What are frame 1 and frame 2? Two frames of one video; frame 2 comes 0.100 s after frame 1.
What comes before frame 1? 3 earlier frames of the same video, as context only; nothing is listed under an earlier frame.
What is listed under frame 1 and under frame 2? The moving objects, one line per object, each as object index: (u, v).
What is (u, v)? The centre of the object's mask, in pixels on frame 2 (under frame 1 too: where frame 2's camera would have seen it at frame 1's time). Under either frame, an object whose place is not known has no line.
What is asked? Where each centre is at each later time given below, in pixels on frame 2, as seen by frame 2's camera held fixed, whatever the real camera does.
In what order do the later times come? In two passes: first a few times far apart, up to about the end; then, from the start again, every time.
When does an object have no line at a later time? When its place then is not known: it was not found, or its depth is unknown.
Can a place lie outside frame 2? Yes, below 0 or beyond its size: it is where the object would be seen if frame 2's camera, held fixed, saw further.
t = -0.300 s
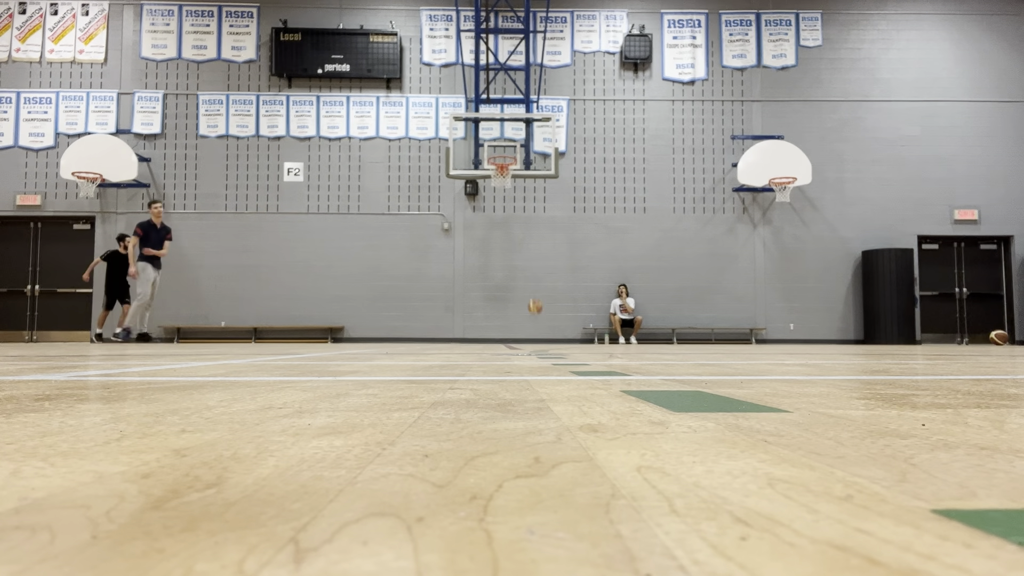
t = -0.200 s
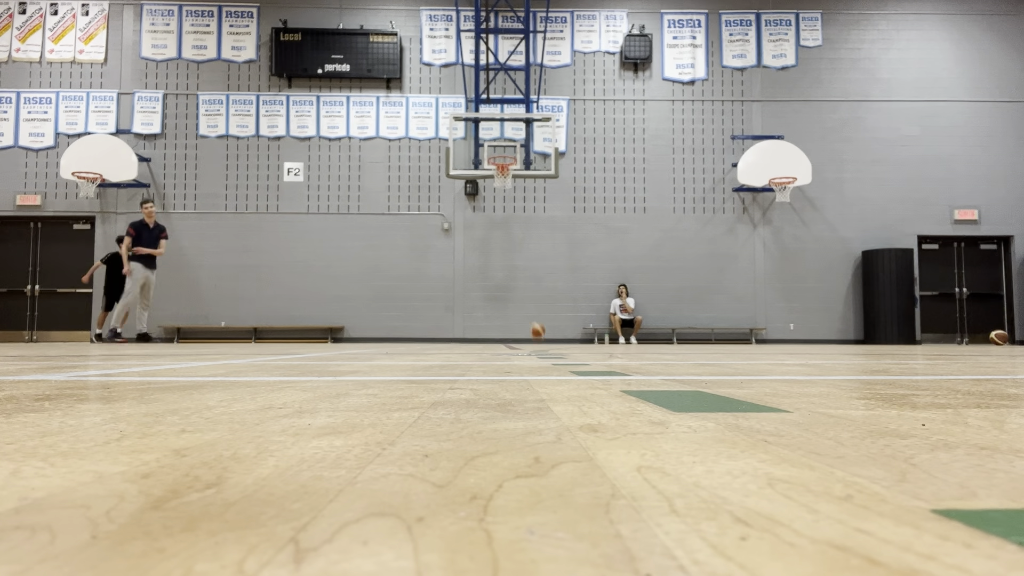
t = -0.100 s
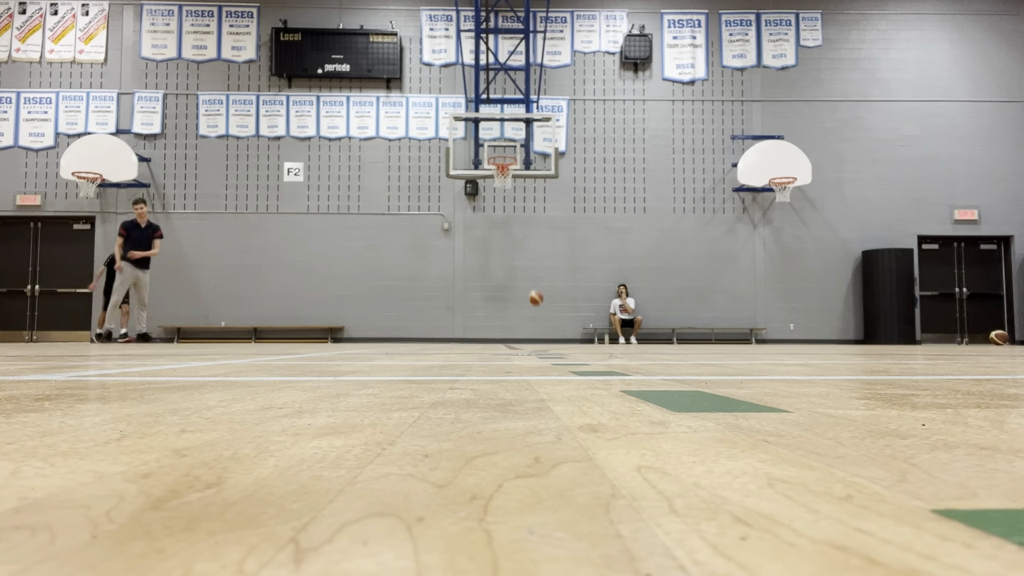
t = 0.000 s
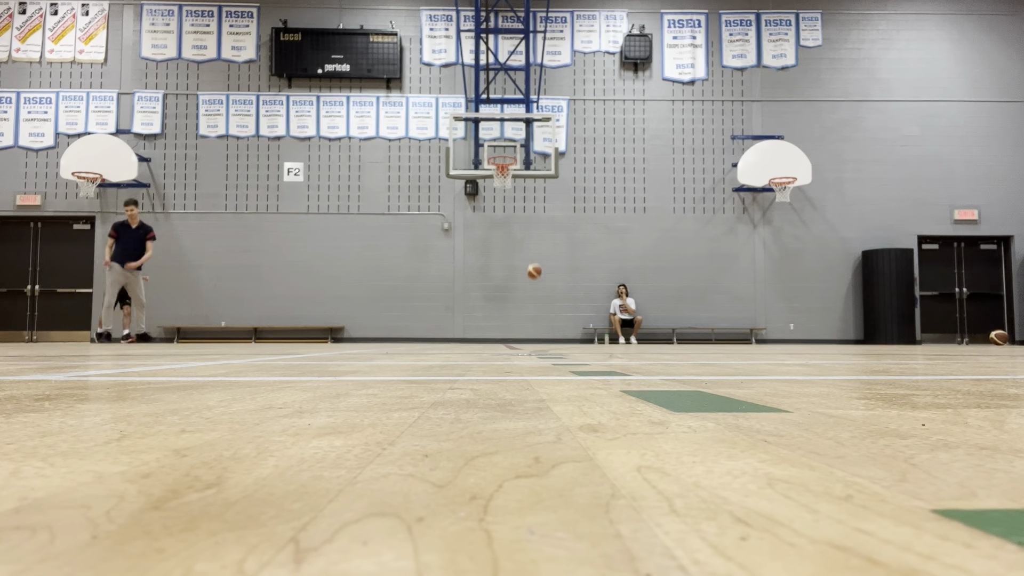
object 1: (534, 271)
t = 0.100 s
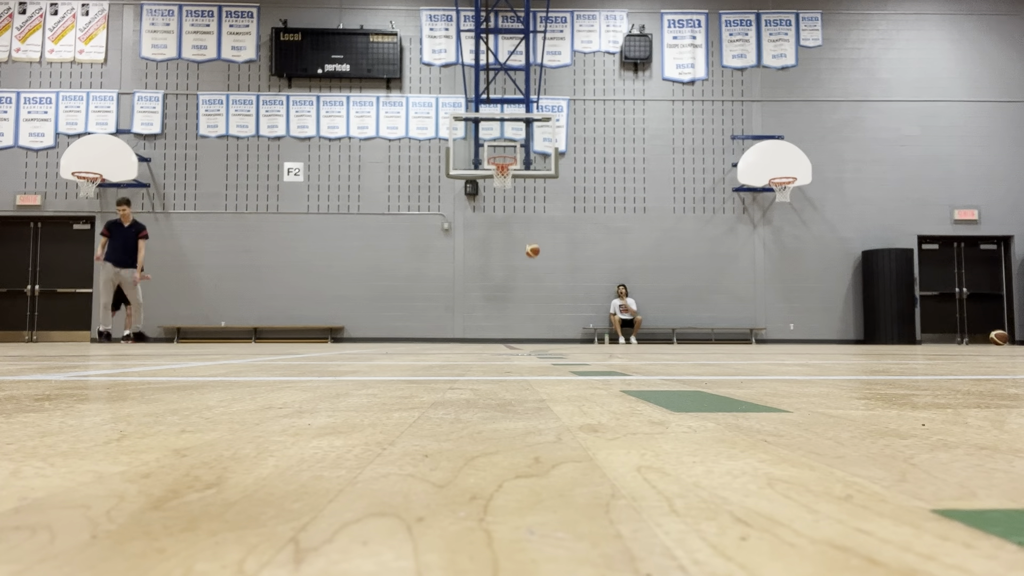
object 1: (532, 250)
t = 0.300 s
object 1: (529, 226)
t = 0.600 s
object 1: (523, 235)
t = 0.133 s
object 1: (532, 245)
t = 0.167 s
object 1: (531, 239)
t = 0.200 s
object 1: (530, 235)
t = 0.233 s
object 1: (530, 231)
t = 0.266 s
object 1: (529, 228)
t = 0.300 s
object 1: (529, 226)
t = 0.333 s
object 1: (528, 224)
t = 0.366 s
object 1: (528, 223)
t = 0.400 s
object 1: (527, 223)
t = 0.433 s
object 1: (527, 223)
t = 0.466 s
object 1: (526, 224)
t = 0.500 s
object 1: (526, 226)
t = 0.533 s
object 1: (525, 228)
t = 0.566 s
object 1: (524, 231)
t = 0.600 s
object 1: (523, 235)
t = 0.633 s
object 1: (523, 239)
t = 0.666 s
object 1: (522, 244)
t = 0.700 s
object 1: (521, 250)
